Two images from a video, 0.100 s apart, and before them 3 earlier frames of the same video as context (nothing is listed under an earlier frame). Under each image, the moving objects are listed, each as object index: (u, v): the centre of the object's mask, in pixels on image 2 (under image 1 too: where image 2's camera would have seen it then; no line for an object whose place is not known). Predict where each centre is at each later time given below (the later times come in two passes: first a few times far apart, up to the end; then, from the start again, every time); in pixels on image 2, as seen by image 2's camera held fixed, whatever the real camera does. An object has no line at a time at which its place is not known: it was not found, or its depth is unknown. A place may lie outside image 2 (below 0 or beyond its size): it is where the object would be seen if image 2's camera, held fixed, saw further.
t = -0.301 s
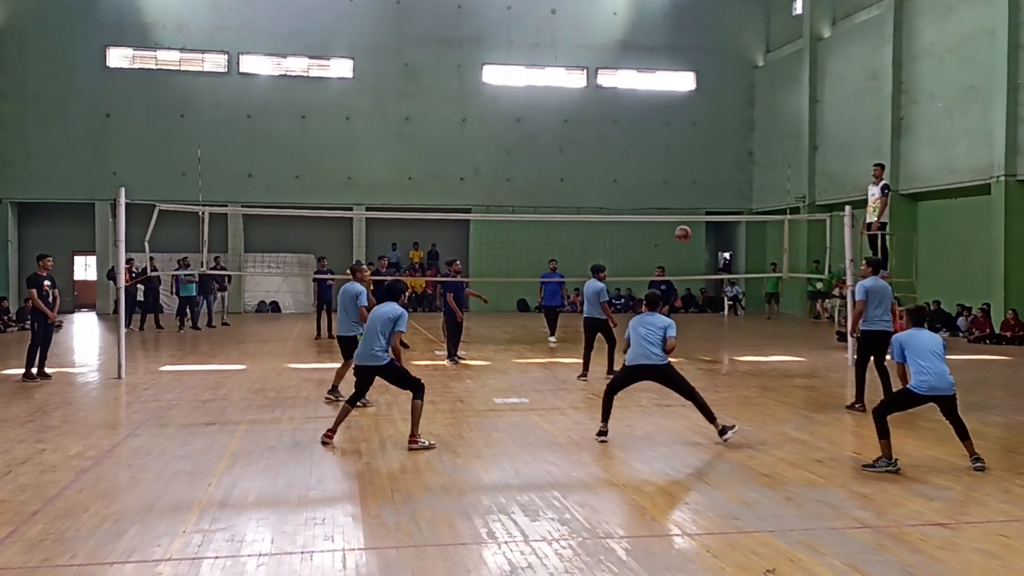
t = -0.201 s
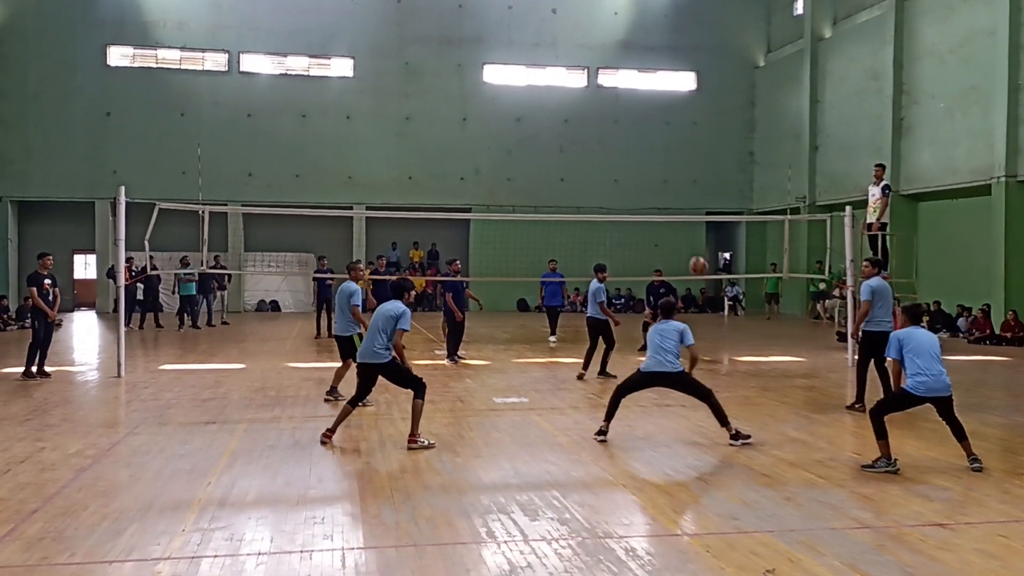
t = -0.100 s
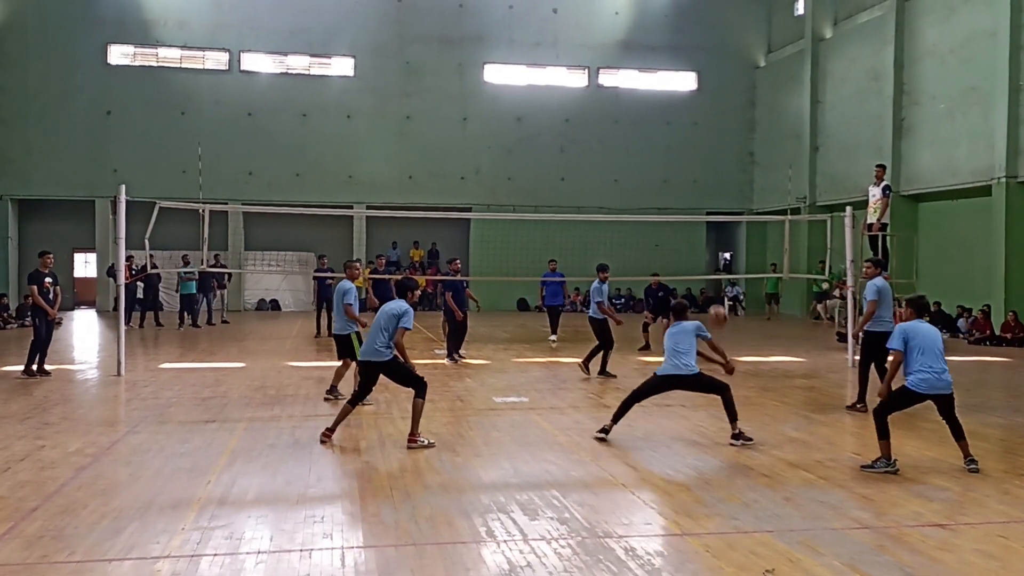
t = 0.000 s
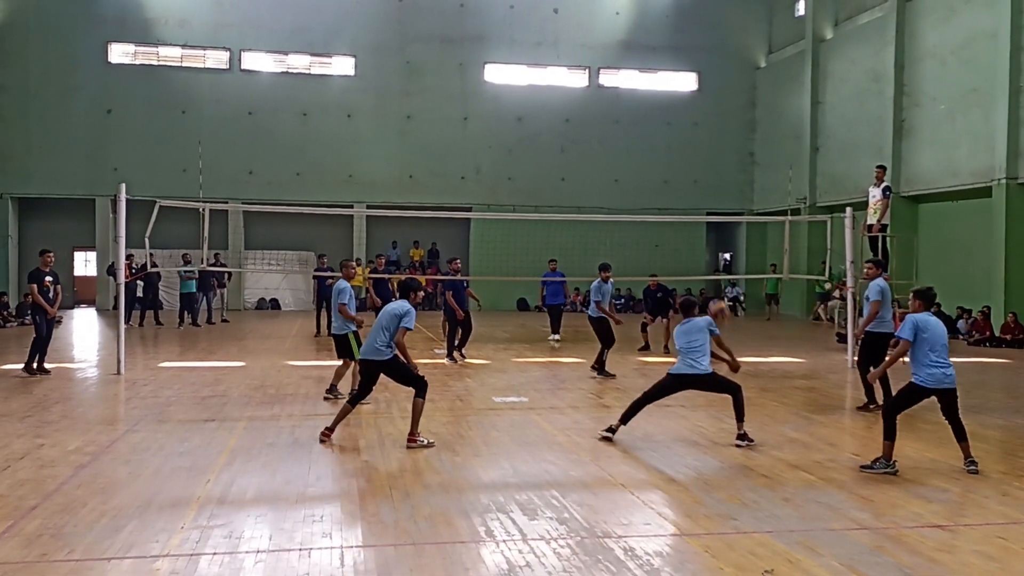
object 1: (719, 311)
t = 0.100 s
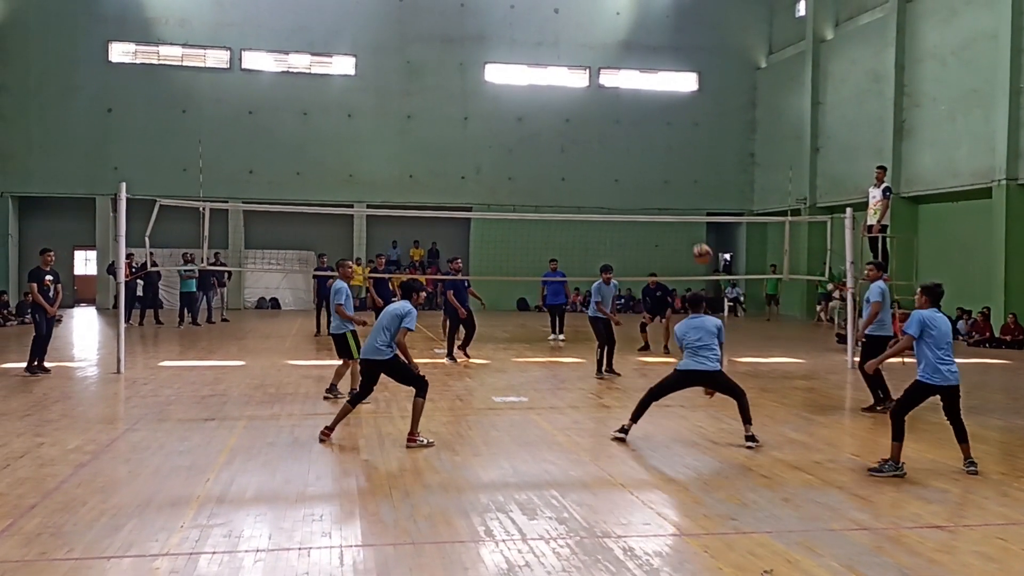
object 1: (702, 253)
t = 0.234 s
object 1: (683, 200)
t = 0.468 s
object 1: (658, 157)
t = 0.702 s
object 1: (638, 157)
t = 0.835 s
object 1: (628, 173)
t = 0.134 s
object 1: (697, 238)
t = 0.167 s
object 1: (692, 224)
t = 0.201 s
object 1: (687, 211)
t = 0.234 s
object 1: (683, 200)
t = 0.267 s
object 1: (679, 190)
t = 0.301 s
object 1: (674, 181)
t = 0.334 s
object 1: (671, 175)
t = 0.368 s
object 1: (667, 169)
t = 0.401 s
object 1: (664, 163)
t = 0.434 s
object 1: (661, 160)
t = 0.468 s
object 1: (658, 157)
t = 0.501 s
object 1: (654, 154)
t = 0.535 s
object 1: (651, 153)
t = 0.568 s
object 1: (648, 152)
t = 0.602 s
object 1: (645, 152)
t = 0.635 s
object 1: (643, 153)
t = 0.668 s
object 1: (640, 155)
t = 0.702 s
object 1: (638, 157)
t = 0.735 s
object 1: (635, 160)
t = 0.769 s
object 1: (633, 164)
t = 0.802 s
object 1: (630, 168)
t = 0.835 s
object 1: (628, 173)
